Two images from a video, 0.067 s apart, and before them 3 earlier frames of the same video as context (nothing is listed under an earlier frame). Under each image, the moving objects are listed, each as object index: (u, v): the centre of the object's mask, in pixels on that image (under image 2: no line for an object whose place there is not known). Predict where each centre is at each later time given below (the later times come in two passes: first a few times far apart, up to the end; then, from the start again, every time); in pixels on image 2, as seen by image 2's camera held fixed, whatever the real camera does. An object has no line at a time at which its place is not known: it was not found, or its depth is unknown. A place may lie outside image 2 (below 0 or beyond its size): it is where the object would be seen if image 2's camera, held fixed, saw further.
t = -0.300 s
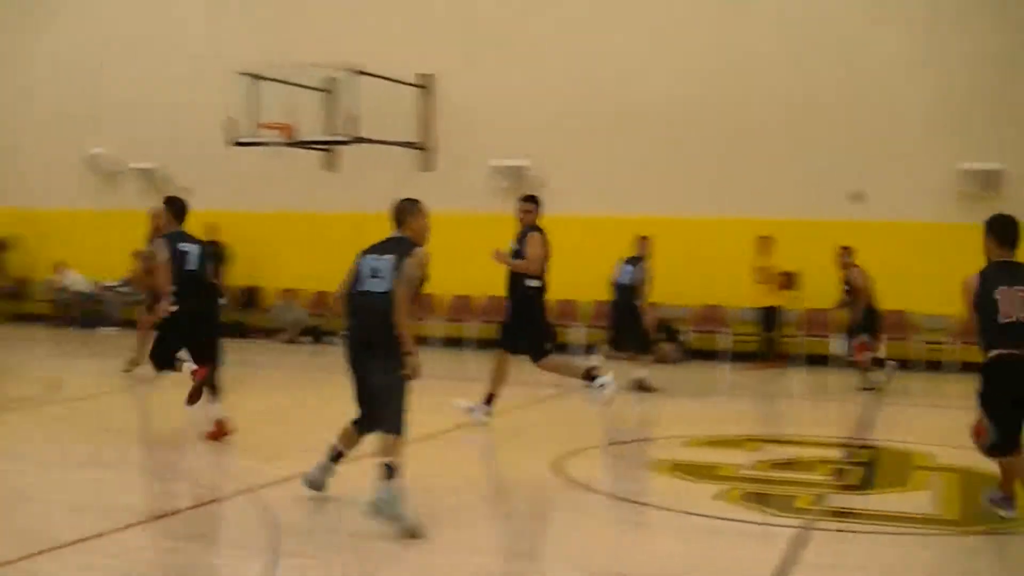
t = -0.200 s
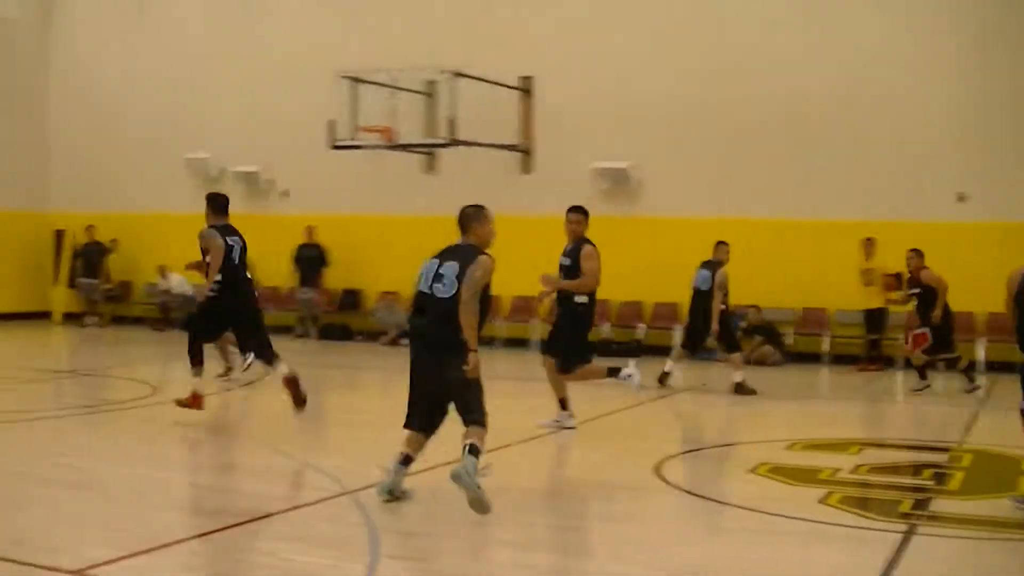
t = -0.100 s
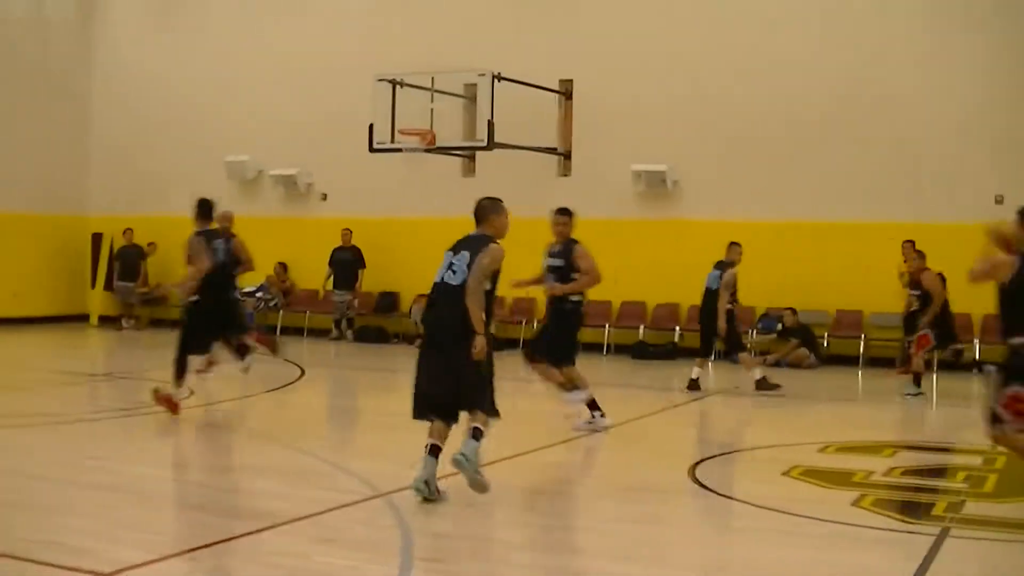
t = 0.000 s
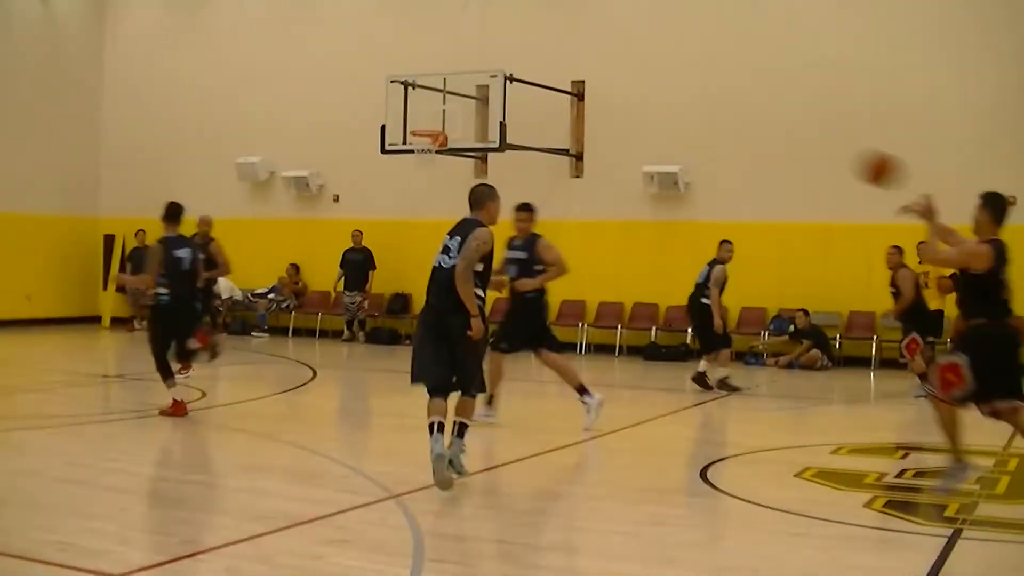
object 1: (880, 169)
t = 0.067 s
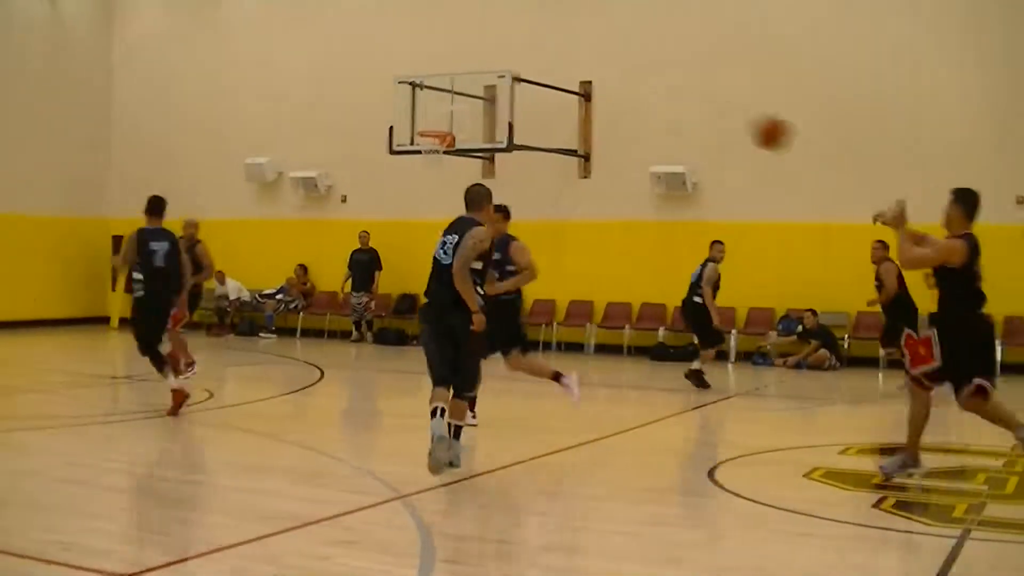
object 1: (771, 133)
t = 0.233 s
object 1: (533, 83)
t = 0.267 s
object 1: (489, 79)
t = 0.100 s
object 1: (719, 119)
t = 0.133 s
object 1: (666, 108)
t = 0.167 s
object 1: (620, 98)
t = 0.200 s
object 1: (576, 89)
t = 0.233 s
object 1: (533, 83)
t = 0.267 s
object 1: (489, 79)
